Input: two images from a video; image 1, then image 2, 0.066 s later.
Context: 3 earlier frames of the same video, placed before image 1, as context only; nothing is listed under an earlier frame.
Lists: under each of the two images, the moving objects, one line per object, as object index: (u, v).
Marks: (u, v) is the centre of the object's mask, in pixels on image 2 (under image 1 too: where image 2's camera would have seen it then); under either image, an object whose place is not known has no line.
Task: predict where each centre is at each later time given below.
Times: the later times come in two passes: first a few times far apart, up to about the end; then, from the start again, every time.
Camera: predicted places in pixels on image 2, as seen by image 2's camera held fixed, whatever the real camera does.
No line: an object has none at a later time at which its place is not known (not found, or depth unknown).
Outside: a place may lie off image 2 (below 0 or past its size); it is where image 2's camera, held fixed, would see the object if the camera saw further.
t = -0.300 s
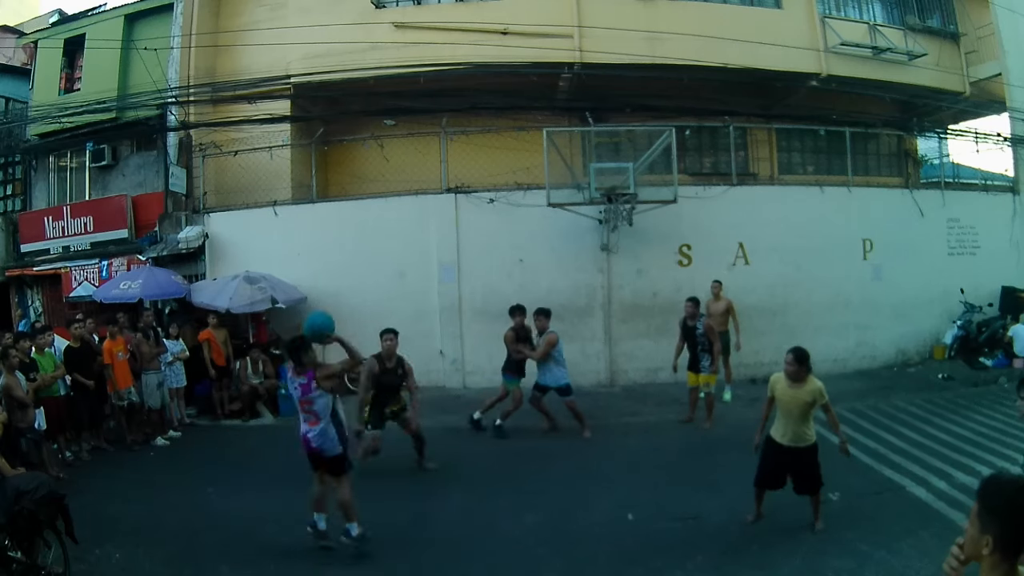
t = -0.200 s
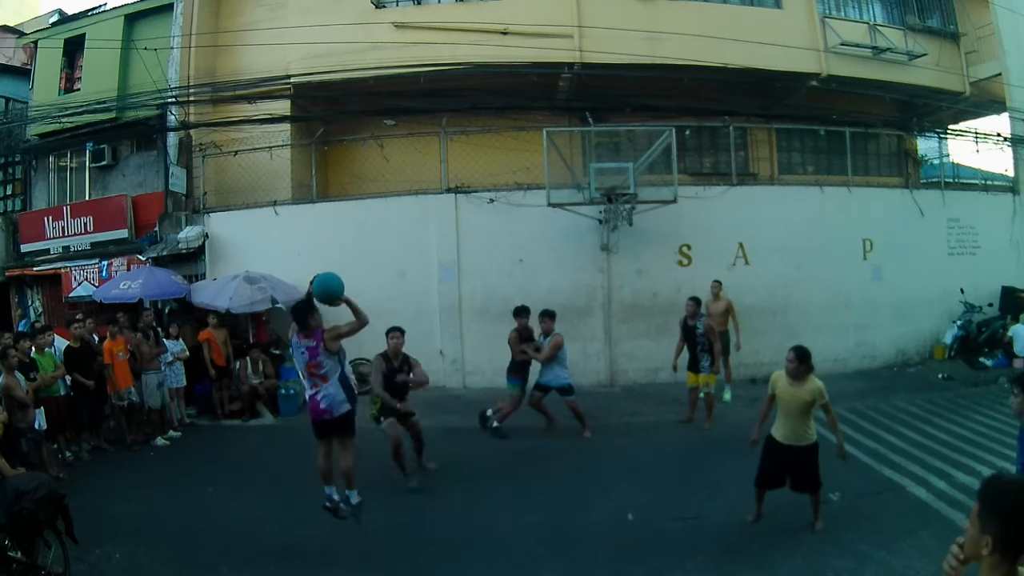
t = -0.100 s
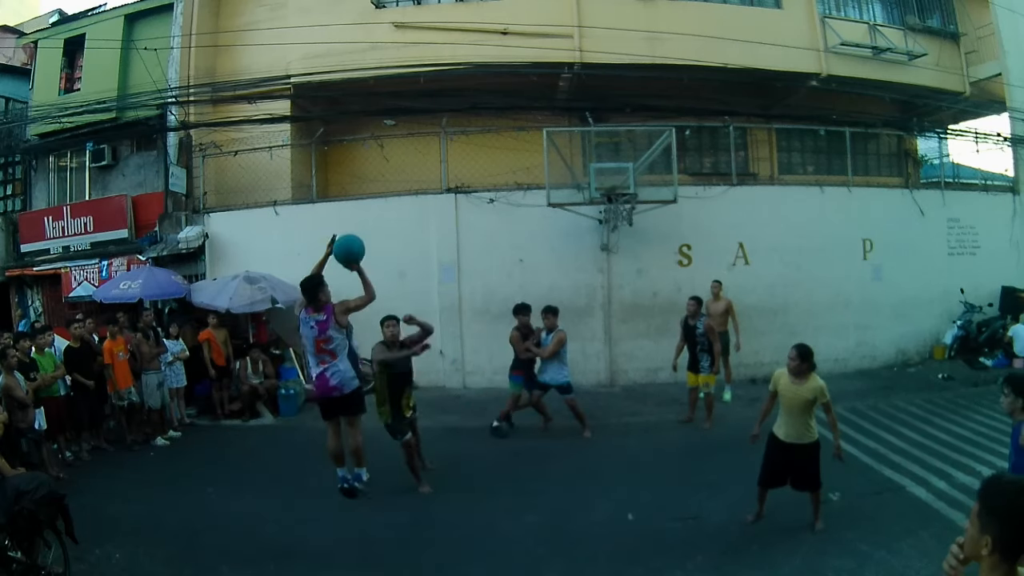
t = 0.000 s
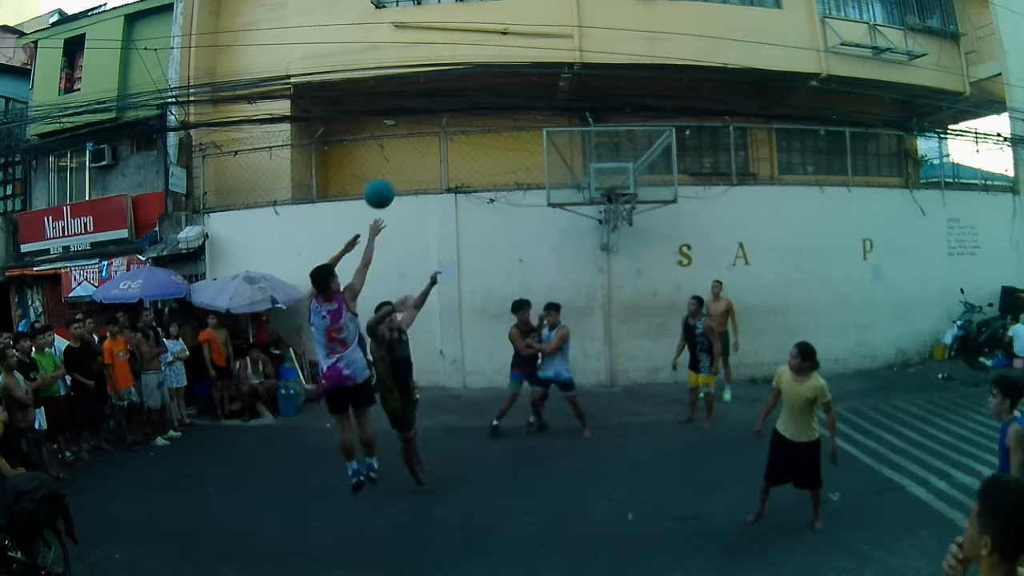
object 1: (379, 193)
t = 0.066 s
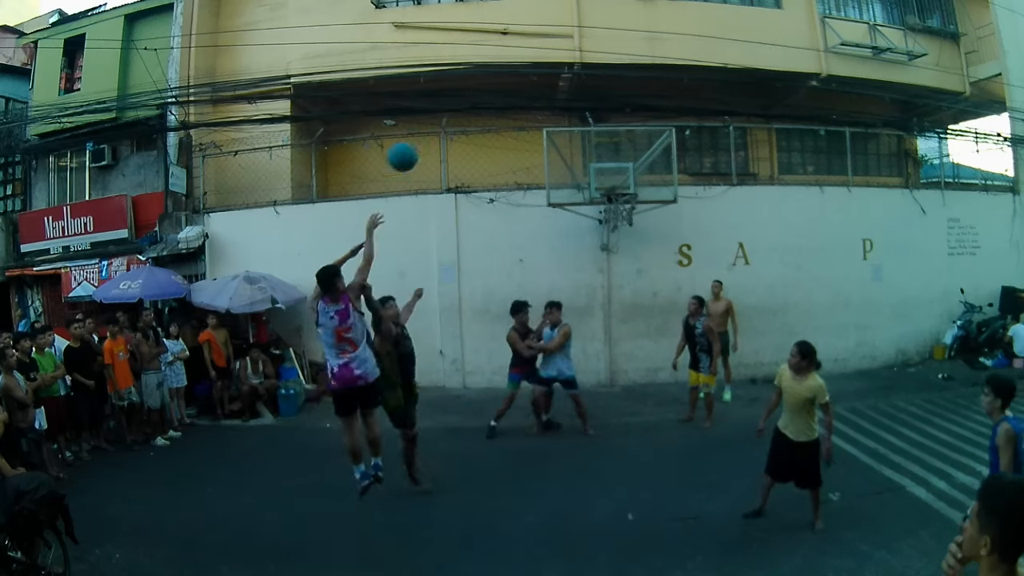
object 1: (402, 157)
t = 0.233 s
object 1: (455, 102)
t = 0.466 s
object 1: (514, 88)
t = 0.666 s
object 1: (556, 113)
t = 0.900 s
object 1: (597, 179)
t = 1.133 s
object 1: (633, 163)
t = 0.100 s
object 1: (414, 142)
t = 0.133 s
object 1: (424, 130)
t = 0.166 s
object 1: (436, 119)
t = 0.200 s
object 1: (445, 110)
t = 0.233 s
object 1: (455, 102)
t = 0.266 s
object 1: (465, 97)
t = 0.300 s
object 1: (474, 92)
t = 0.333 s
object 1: (482, 89)
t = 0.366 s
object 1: (491, 87)
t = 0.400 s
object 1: (499, 86)
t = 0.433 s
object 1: (507, 87)
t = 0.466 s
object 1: (514, 88)
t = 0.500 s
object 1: (522, 90)
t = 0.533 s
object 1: (529, 92)
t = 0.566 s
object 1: (536, 95)
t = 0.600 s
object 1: (543, 101)
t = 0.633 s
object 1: (550, 106)
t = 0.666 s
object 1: (556, 113)
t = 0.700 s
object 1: (562, 120)
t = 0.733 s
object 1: (569, 128)
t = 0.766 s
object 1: (574, 137)
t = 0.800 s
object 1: (580, 146)
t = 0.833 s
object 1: (586, 155)
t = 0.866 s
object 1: (592, 166)
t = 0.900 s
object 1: (597, 179)
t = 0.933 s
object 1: (603, 185)
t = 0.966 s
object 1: (607, 181)
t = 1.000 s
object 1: (613, 175)
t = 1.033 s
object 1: (618, 171)
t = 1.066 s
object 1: (623, 167)
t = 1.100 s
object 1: (628, 165)
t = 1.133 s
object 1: (633, 163)
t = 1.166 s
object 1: (638, 161)
